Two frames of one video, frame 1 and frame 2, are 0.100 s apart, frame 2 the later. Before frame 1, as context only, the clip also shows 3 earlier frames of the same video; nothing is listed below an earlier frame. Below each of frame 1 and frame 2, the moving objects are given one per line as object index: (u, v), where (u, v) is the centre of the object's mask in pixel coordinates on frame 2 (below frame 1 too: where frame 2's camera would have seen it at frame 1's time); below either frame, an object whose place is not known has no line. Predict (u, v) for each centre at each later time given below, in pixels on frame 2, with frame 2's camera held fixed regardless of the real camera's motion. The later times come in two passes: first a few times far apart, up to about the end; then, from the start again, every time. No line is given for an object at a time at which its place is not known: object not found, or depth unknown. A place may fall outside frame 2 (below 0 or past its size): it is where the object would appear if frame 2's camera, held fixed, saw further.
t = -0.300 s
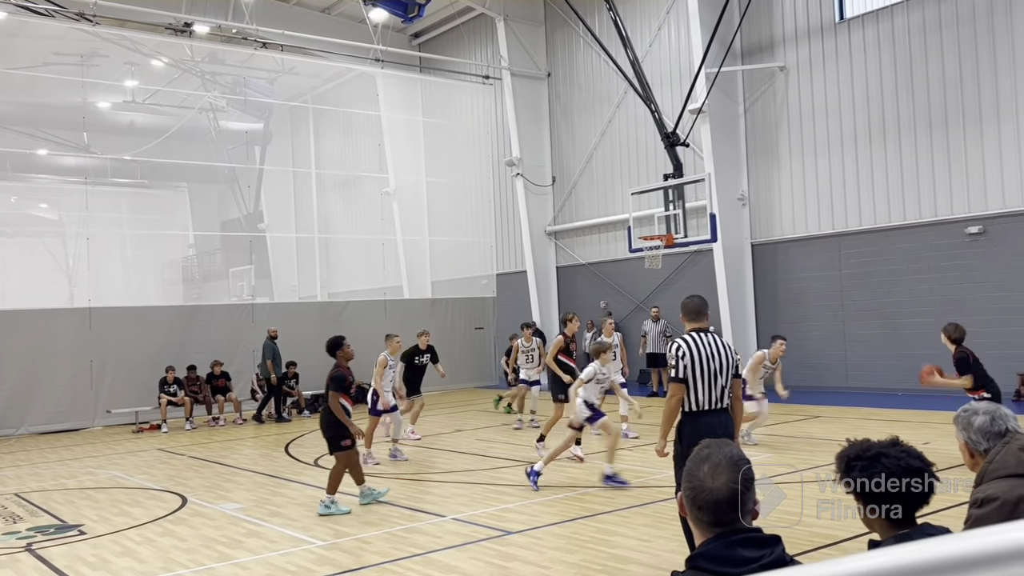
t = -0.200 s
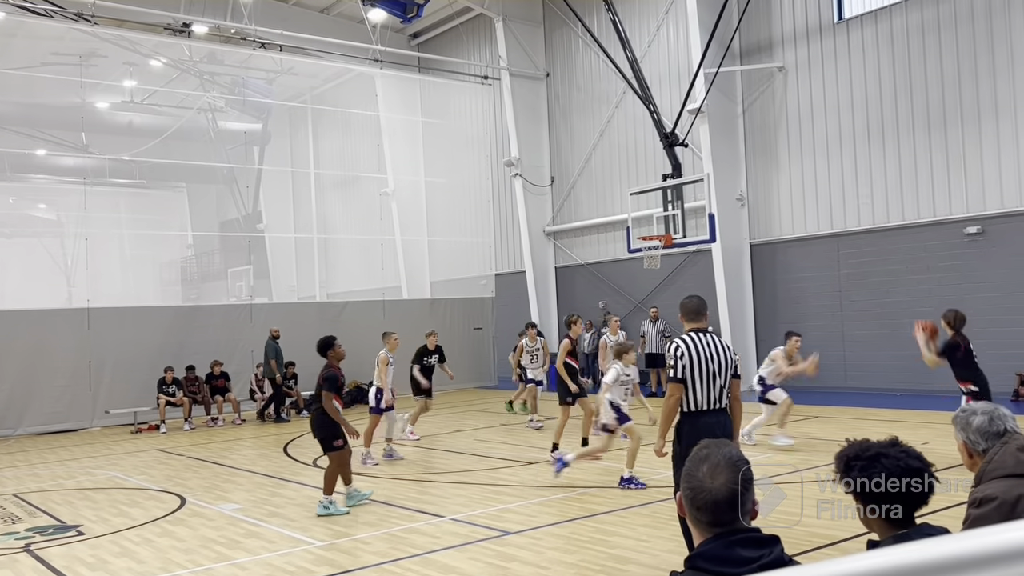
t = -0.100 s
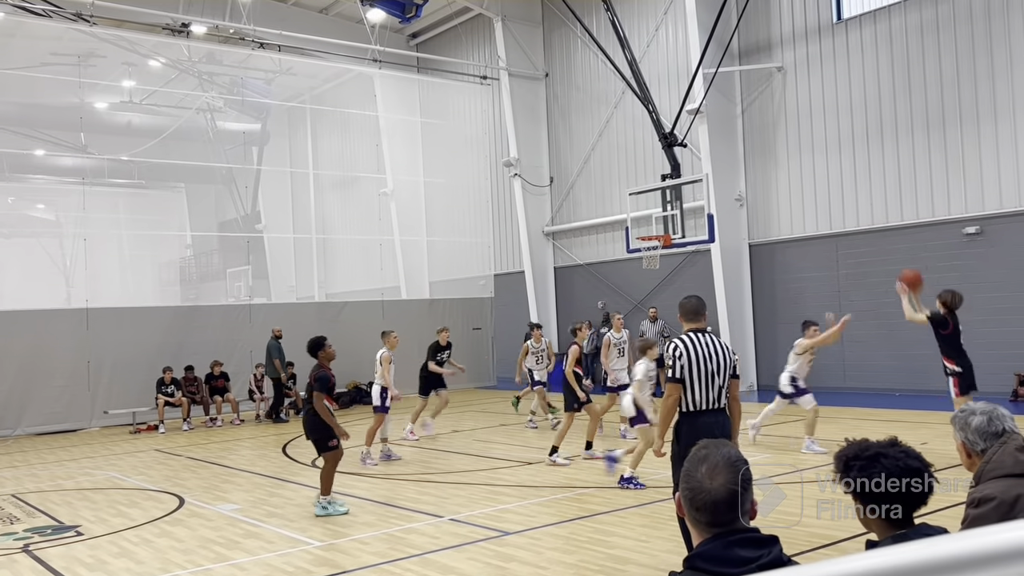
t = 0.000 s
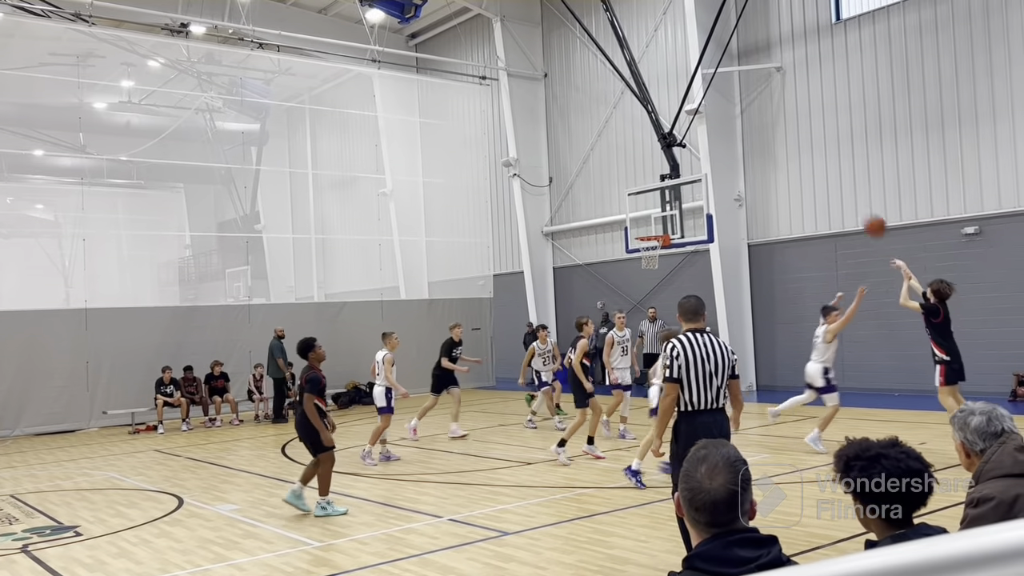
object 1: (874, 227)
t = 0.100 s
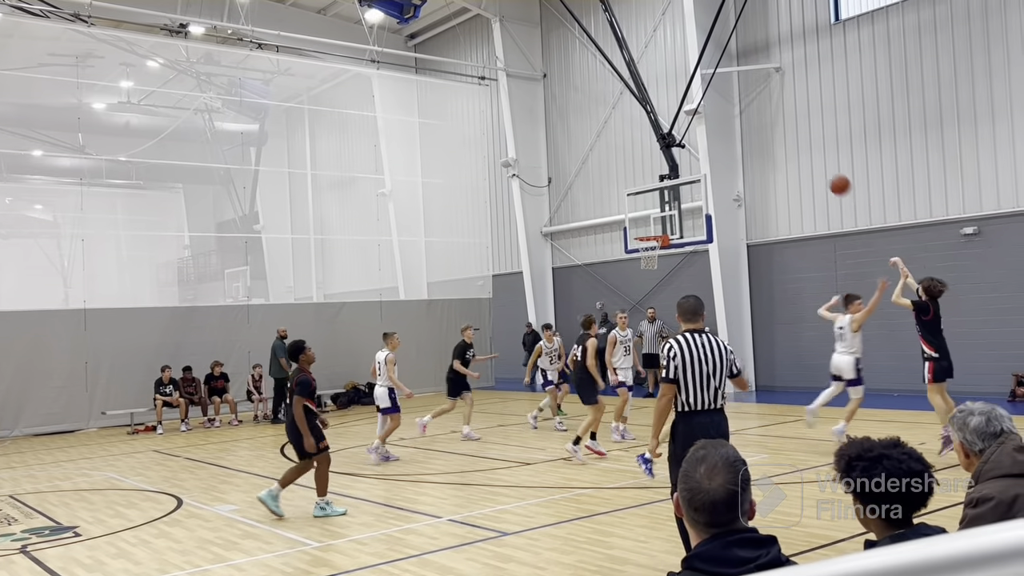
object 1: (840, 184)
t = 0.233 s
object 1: (800, 148)
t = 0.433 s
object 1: (749, 125)
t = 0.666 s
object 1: (701, 134)
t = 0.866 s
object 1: (667, 169)
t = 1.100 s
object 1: (634, 232)
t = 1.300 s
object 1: (617, 223)
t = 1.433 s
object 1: (607, 229)
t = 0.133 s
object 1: (829, 174)
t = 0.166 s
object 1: (819, 164)
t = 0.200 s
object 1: (809, 156)
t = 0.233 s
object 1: (800, 148)
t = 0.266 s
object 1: (791, 142)
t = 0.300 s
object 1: (782, 137)
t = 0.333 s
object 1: (773, 132)
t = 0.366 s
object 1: (765, 129)
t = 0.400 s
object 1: (757, 126)
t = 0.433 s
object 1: (749, 125)
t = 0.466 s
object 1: (742, 124)
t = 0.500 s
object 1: (735, 124)
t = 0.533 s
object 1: (728, 124)
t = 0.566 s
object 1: (721, 126)
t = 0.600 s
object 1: (714, 128)
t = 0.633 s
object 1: (707, 131)
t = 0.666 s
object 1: (701, 134)
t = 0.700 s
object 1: (695, 139)
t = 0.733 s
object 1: (689, 144)
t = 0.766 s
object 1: (684, 149)
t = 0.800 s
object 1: (678, 155)
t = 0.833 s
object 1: (672, 162)
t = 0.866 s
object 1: (667, 169)
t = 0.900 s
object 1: (662, 176)
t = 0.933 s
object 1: (656, 184)
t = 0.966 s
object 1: (652, 193)
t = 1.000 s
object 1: (647, 202)
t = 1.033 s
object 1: (642, 211)
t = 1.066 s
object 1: (638, 222)
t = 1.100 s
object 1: (634, 232)
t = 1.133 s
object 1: (631, 230)
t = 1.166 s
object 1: (627, 227)
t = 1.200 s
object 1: (625, 226)
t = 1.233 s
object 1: (622, 224)
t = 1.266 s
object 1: (620, 223)
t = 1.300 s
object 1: (617, 223)
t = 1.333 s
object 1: (614, 223)
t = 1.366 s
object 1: (612, 225)
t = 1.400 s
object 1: (609, 226)
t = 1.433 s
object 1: (607, 229)
